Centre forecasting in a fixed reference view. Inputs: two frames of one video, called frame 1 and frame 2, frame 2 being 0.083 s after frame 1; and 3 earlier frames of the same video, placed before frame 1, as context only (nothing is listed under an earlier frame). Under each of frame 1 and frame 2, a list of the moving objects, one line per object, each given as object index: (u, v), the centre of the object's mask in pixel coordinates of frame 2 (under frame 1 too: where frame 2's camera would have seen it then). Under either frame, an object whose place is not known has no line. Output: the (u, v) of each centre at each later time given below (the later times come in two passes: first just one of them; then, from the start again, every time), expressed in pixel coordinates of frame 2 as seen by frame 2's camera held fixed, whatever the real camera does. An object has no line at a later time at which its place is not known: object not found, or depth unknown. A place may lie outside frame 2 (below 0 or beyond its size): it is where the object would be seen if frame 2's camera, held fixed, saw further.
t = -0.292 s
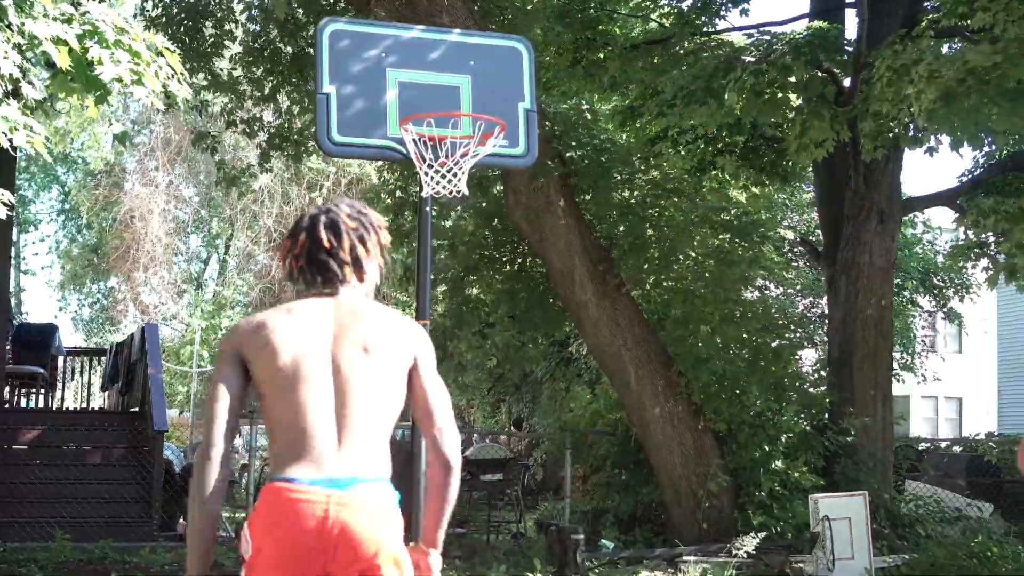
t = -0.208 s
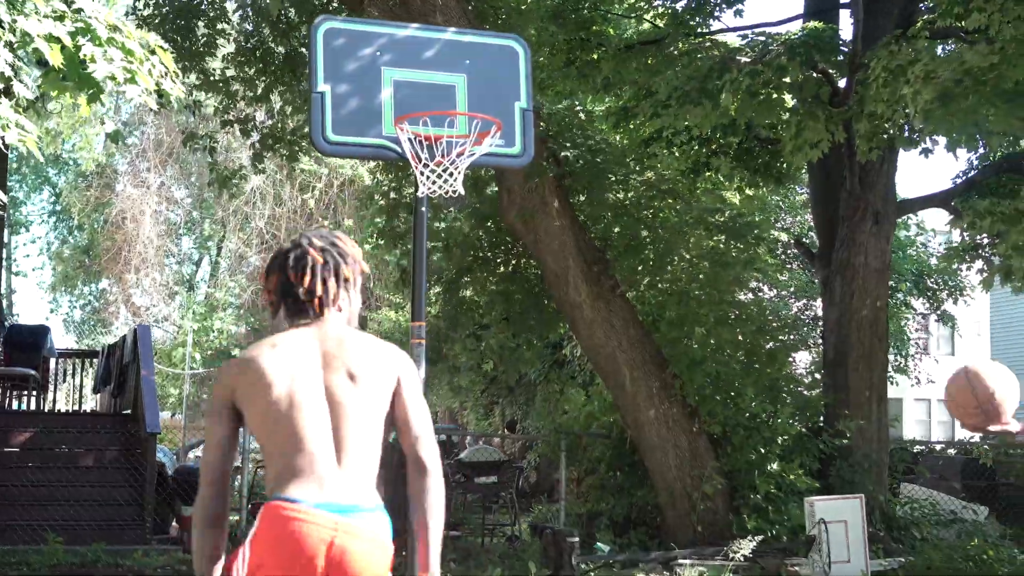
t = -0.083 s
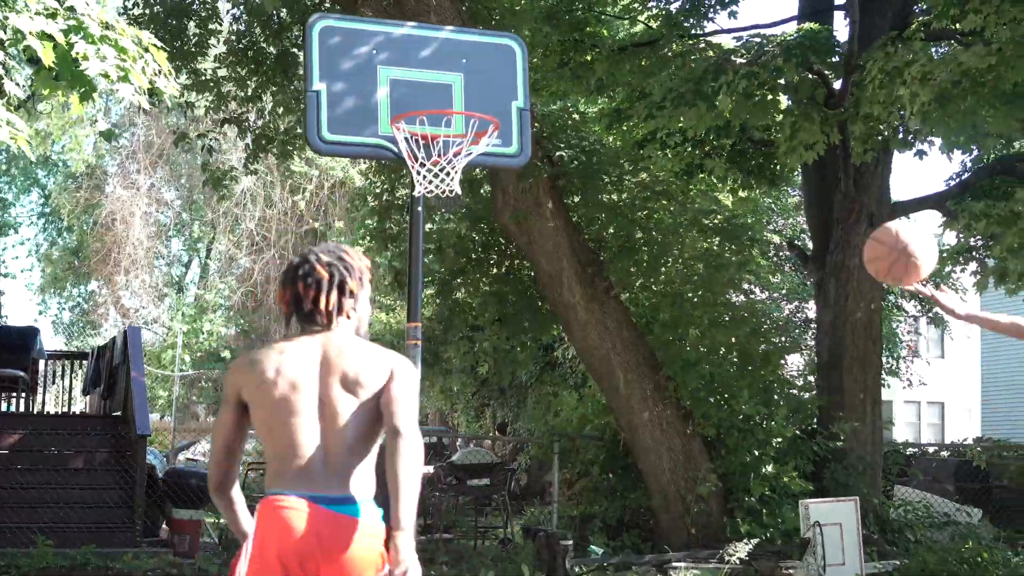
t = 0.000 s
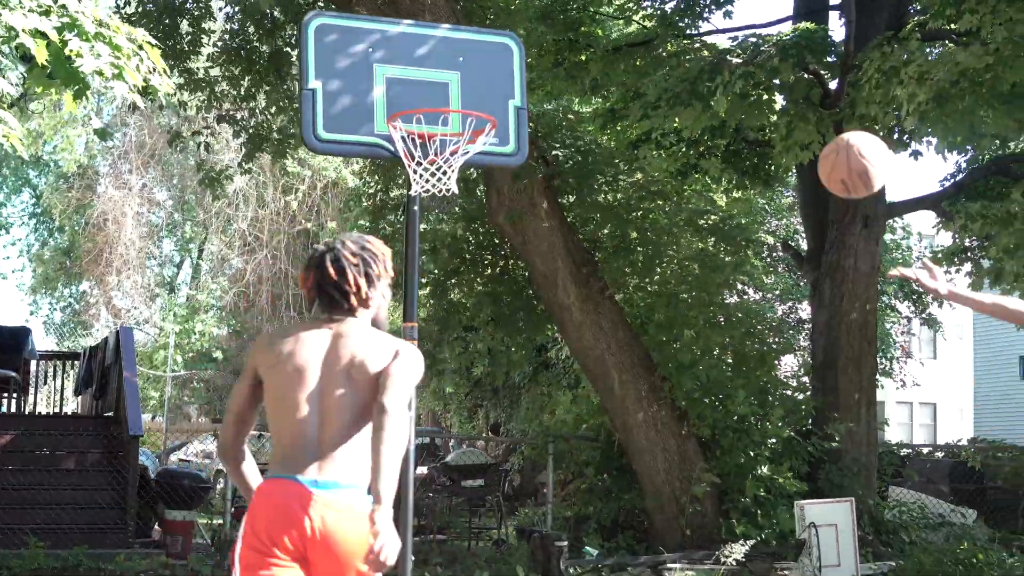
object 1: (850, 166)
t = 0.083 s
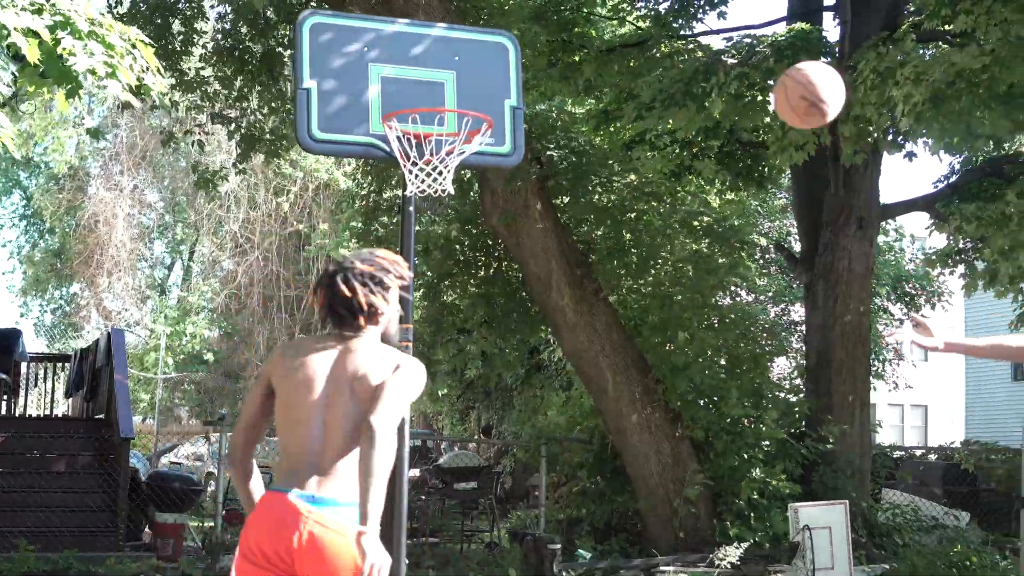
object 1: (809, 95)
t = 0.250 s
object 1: (724, 16)
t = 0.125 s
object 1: (788, 66)
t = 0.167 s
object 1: (768, 43)
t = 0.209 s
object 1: (748, 24)
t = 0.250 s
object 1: (724, 16)
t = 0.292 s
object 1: (698, 10)
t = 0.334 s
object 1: (678, 7)
